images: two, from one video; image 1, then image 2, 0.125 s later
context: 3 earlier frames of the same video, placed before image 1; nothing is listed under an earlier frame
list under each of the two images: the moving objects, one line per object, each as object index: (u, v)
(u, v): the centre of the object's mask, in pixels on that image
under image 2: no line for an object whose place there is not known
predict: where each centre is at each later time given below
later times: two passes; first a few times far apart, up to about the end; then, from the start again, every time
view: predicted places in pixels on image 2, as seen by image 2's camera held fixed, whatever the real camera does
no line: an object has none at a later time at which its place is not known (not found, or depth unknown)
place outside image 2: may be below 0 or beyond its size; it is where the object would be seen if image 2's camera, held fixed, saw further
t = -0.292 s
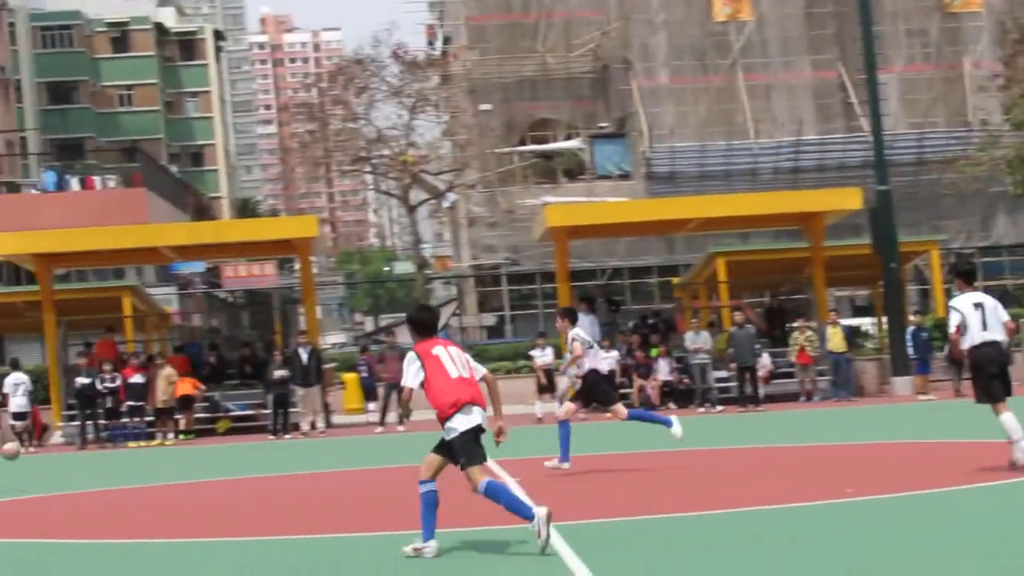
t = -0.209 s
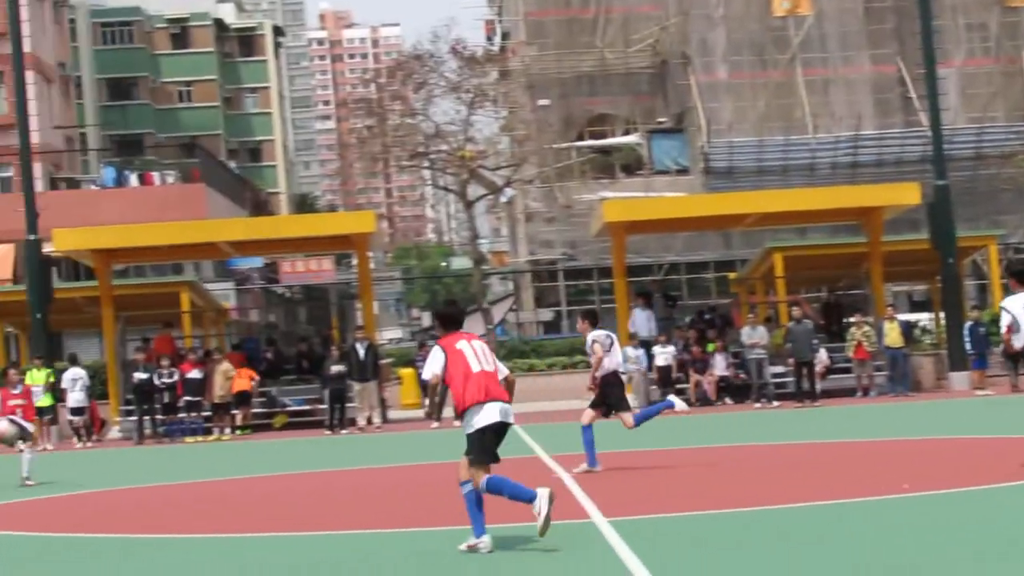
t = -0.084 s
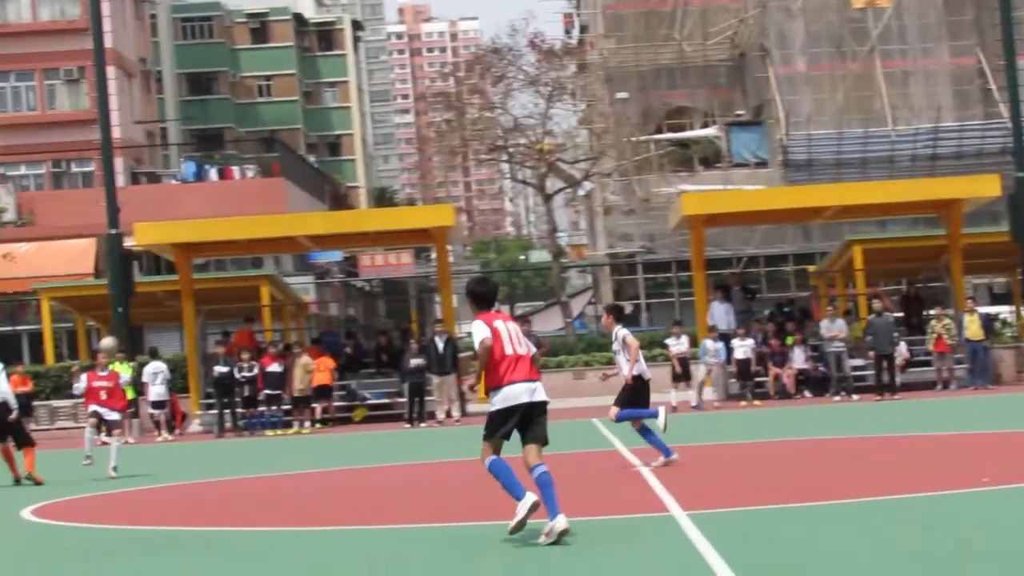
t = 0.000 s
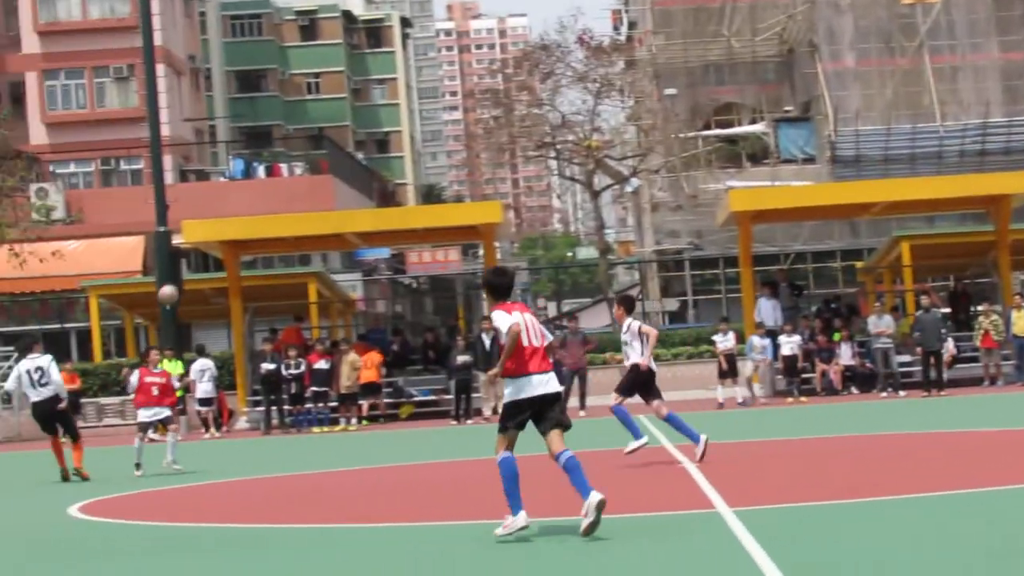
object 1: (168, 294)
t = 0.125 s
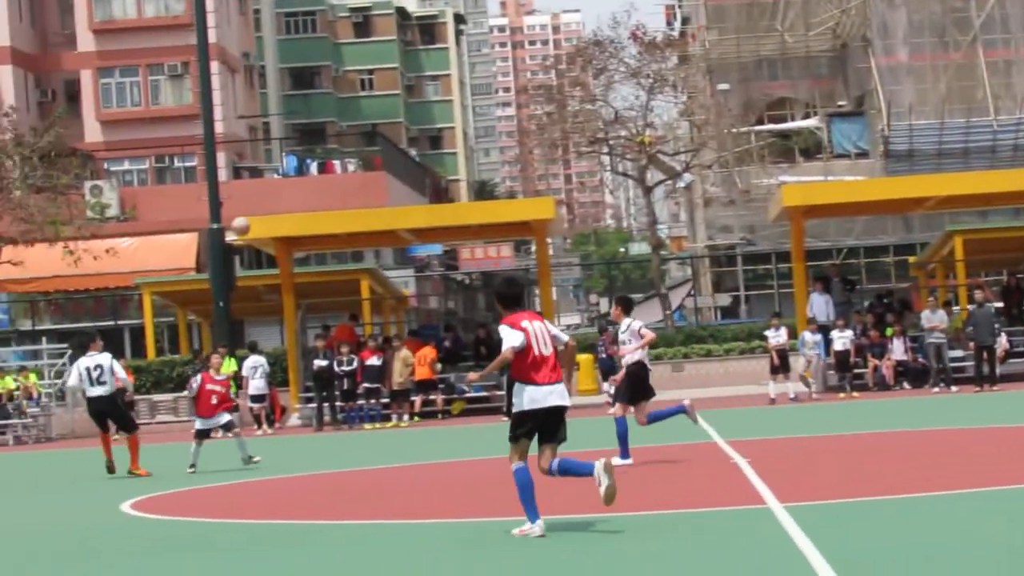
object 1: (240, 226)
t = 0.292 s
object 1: (267, 157)
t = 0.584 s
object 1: (324, 82)
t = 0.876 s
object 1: (396, 89)
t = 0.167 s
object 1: (247, 207)
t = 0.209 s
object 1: (253, 190)
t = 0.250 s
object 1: (261, 174)
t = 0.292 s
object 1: (267, 157)
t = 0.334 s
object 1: (275, 142)
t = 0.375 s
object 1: (283, 129)
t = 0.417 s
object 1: (290, 117)
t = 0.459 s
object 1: (299, 106)
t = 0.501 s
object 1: (307, 96)
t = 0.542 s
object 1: (315, 89)
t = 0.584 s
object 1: (324, 82)
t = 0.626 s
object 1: (333, 78)
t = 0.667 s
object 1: (343, 75)
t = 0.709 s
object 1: (353, 75)
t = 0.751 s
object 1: (362, 76)
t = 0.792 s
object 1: (372, 79)
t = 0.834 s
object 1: (384, 84)
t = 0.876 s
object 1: (396, 89)
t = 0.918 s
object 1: (408, 98)
